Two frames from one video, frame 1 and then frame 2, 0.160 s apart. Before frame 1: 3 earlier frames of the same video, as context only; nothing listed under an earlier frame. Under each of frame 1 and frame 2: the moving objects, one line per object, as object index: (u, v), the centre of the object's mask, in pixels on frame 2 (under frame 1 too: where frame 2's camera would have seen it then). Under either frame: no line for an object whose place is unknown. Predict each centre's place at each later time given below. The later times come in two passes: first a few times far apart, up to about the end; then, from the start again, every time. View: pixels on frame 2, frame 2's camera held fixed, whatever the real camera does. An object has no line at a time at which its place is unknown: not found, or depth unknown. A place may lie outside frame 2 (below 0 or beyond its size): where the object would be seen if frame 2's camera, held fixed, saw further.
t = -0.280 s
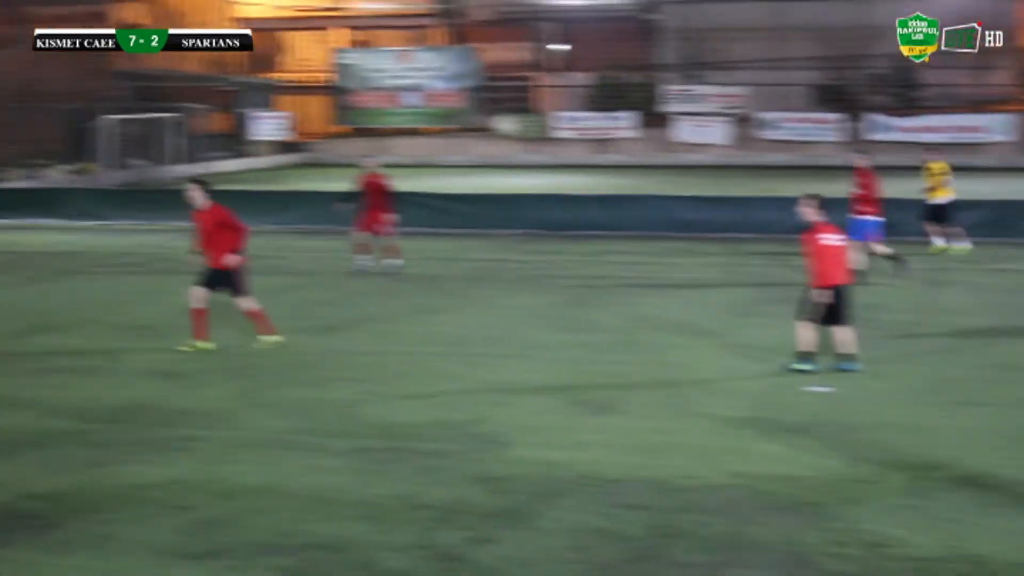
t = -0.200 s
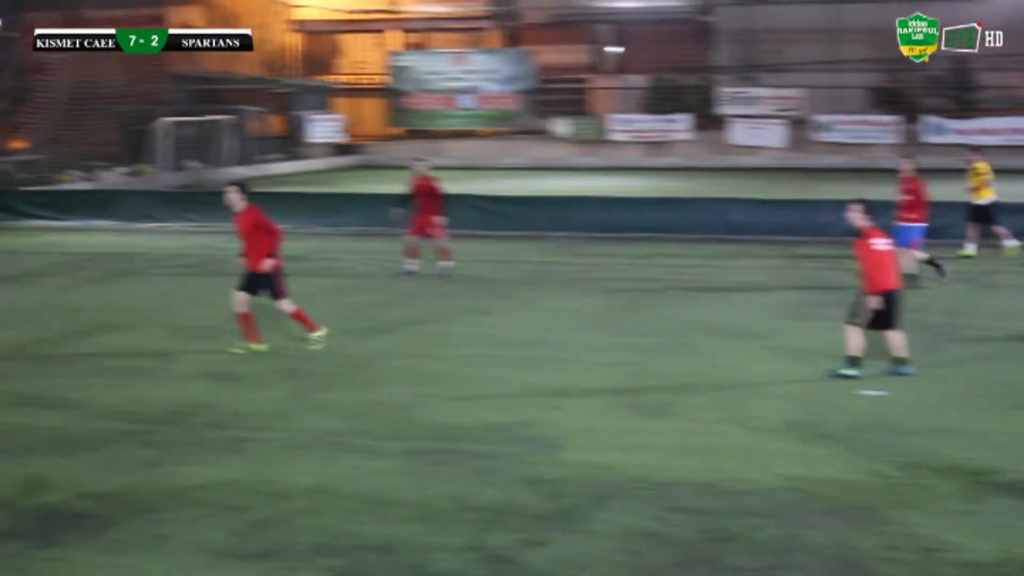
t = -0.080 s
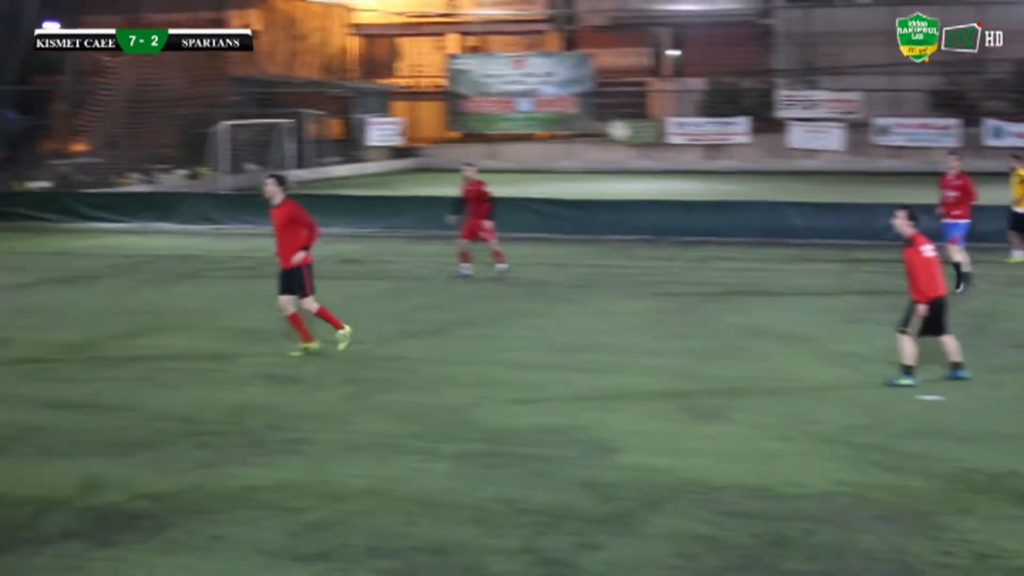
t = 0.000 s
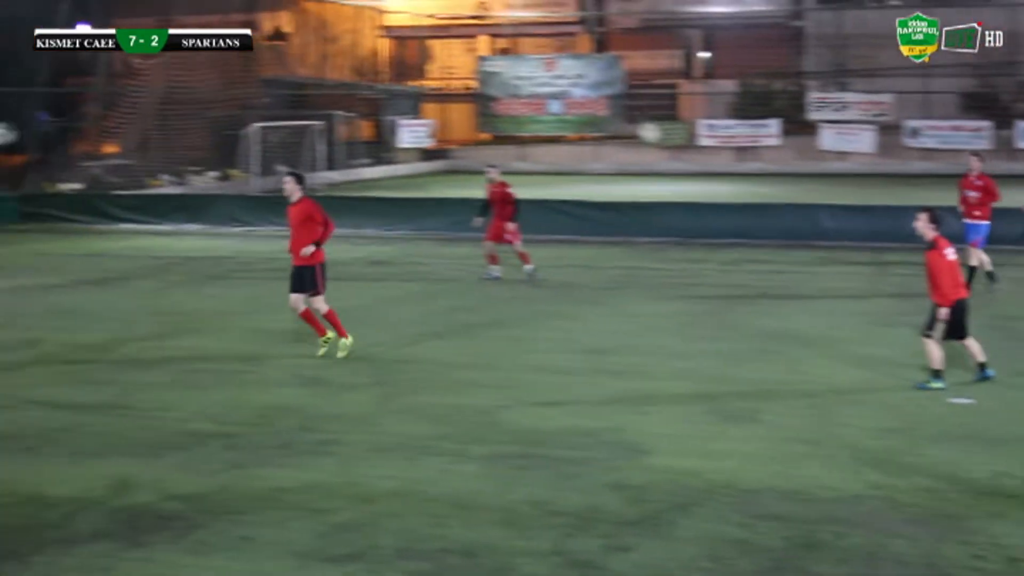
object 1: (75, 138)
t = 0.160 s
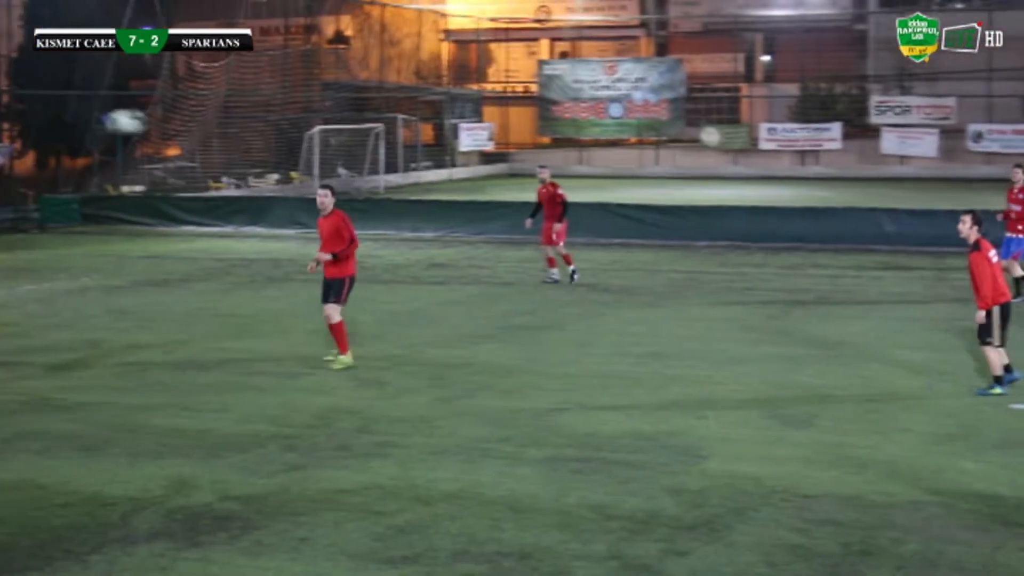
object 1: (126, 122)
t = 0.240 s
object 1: (164, 125)
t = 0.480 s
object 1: (300, 190)
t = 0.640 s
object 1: (416, 295)
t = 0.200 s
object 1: (145, 122)
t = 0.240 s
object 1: (164, 125)
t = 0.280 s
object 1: (184, 130)
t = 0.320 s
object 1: (204, 137)
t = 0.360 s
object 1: (226, 145)
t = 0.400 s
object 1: (251, 158)
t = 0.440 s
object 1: (275, 173)
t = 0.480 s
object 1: (300, 190)
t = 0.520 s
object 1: (327, 212)
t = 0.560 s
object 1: (355, 235)
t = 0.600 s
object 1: (385, 264)
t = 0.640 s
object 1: (416, 295)
